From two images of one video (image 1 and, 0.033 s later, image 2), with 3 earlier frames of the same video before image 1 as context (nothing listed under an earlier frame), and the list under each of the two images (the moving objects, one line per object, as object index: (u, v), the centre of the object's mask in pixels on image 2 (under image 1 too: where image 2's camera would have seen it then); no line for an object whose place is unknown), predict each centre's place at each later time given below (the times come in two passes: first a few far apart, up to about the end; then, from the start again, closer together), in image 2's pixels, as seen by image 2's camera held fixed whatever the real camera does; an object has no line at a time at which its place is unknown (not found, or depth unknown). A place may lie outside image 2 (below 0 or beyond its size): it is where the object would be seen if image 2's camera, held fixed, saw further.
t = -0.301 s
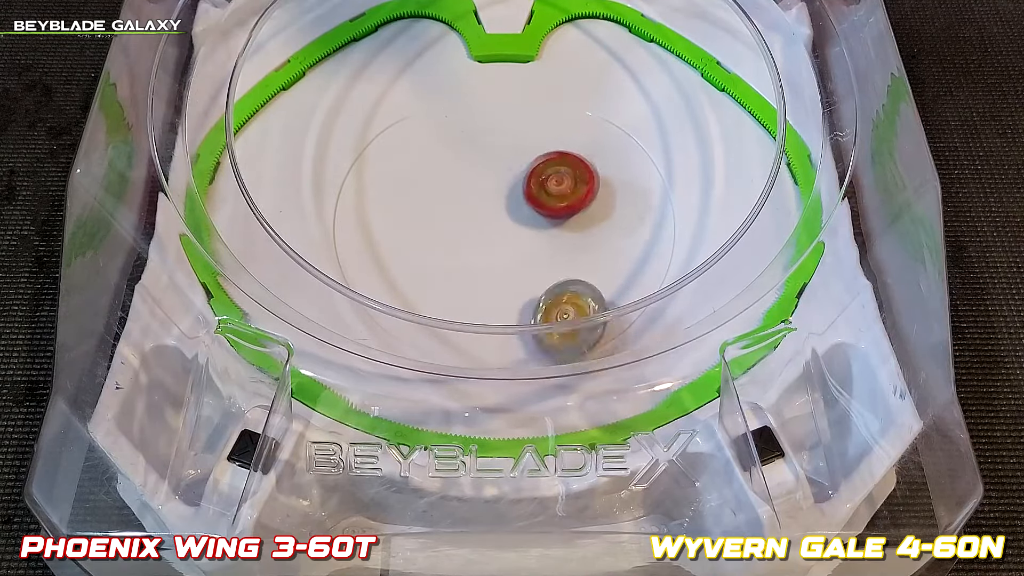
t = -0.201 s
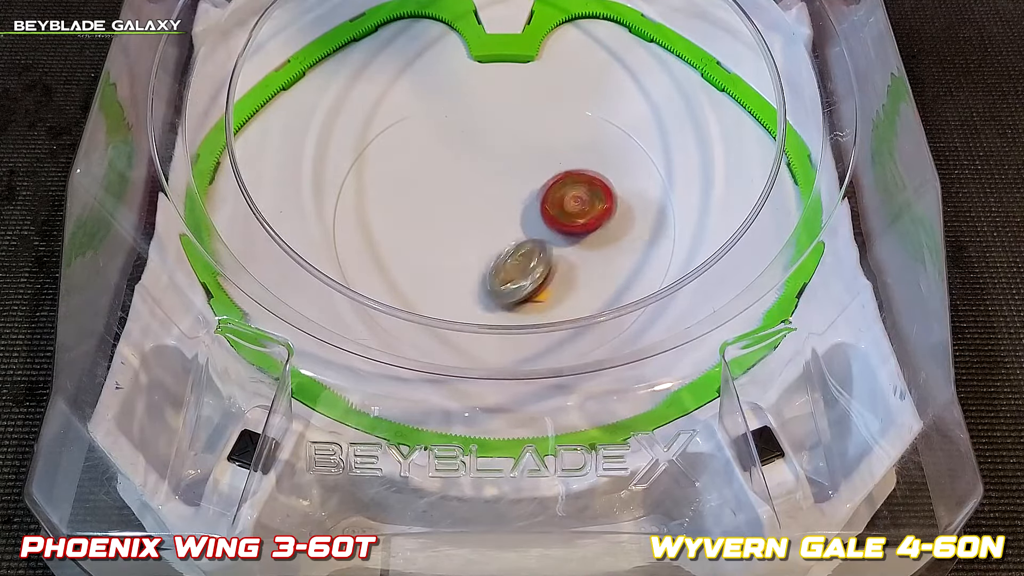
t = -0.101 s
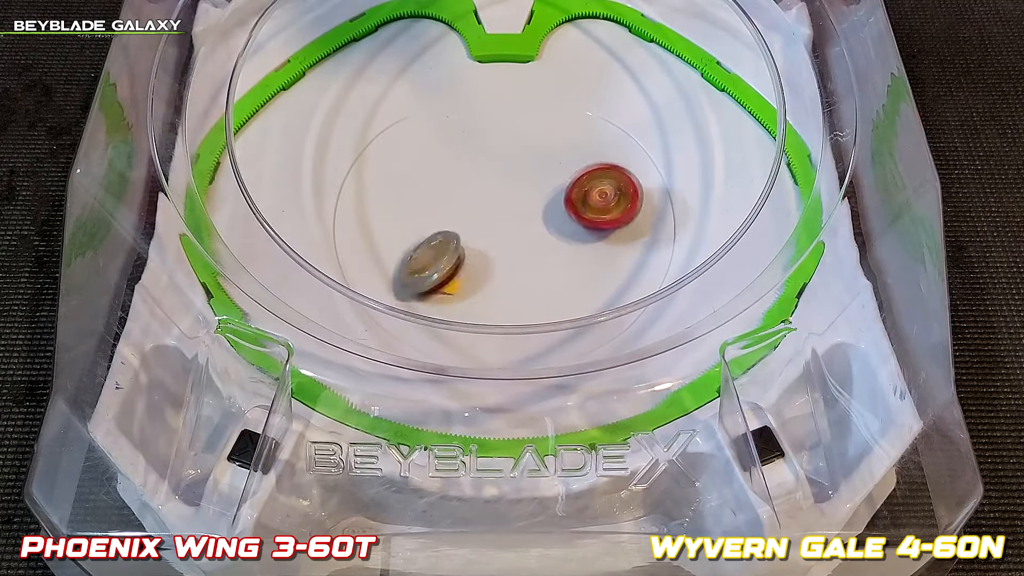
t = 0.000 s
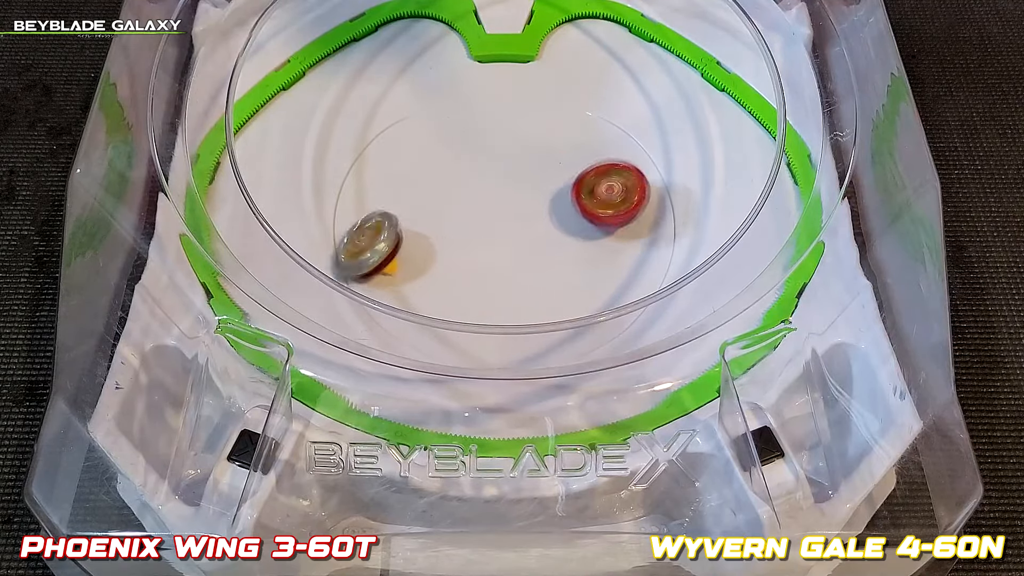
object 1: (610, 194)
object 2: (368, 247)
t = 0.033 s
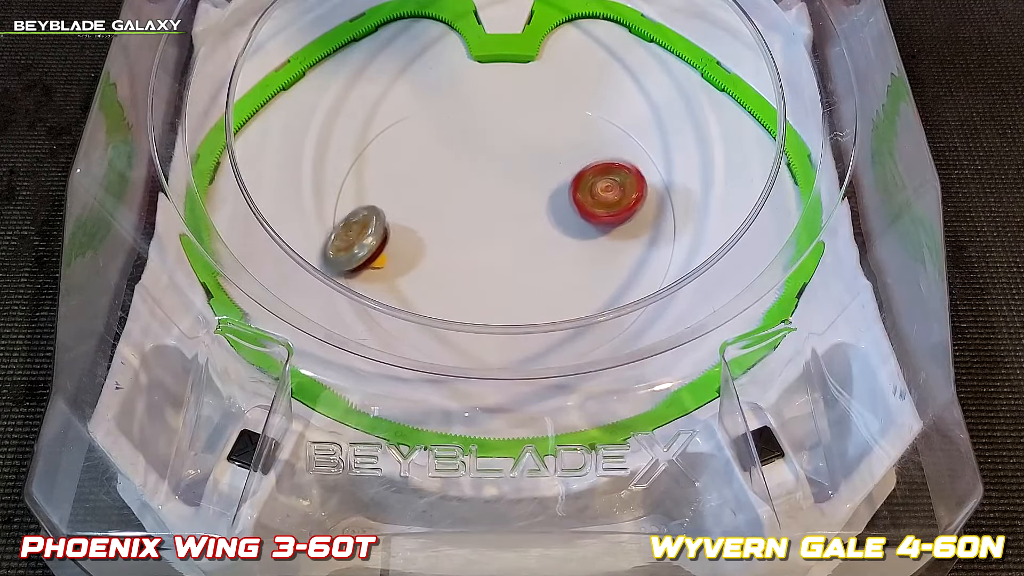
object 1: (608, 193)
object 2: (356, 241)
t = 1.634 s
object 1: (588, 221)
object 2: (515, 241)
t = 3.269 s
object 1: (486, 237)
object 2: (519, 189)
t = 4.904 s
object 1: (477, 169)
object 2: (533, 197)
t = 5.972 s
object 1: (477, 169)
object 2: (533, 197)
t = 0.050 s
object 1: (606, 193)
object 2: (352, 238)
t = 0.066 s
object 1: (603, 193)
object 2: (352, 235)
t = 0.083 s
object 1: (599, 193)
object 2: (351, 234)
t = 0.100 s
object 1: (594, 194)
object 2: (353, 235)
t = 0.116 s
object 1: (590, 195)
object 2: (357, 233)
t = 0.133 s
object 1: (586, 197)
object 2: (363, 232)
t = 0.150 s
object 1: (579, 198)
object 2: (368, 232)
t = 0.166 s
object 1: (574, 200)
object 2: (376, 231)
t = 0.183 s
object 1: (570, 202)
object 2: (384, 232)
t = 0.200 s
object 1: (565, 204)
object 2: (393, 232)
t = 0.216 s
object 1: (559, 206)
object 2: (403, 233)
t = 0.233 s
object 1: (553, 209)
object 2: (412, 235)
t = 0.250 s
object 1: (548, 211)
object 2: (423, 234)
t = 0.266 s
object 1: (544, 213)
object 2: (434, 234)
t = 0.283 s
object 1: (539, 215)
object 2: (444, 234)
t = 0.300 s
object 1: (533, 218)
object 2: (453, 234)
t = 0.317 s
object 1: (534, 221)
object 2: (455, 231)
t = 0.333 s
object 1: (550, 228)
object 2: (440, 218)
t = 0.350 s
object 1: (568, 238)
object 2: (429, 205)
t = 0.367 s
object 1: (584, 251)
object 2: (415, 195)
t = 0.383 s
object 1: (599, 264)
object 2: (404, 187)
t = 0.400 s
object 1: (611, 269)
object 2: (393, 172)
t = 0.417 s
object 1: (624, 271)
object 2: (384, 162)
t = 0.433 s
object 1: (632, 275)
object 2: (376, 152)
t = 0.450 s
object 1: (643, 287)
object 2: (368, 146)
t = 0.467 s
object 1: (647, 293)
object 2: (361, 141)
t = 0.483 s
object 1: (653, 293)
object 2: (355, 135)
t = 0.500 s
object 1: (655, 293)
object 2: (346, 127)
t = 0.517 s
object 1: (660, 300)
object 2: (342, 121)
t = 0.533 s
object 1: (661, 303)
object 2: (336, 119)
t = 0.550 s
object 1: (661, 305)
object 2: (332, 117)
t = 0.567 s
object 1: (661, 307)
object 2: (330, 114)
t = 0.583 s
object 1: (660, 308)
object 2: (327, 112)
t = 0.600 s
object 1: (660, 310)
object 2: (325, 111)
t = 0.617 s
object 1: (660, 311)
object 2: (323, 111)
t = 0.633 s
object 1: (663, 316)
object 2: (323, 110)
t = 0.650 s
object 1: (663, 316)
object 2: (321, 109)
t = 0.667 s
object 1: (662, 317)
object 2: (321, 109)
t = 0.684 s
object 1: (663, 317)
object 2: (322, 109)
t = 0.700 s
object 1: (657, 313)
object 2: (324, 109)
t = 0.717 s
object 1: (654, 314)
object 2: (324, 109)
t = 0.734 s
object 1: (651, 314)
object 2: (324, 110)
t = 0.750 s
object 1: (648, 314)
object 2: (325, 110)
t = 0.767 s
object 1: (645, 314)
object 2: (324, 112)
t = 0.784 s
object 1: (642, 313)
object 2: (325, 113)
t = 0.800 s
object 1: (640, 312)
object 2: (325, 114)
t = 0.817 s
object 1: (637, 310)
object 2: (325, 116)
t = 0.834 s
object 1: (636, 311)
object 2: (323, 117)
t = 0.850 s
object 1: (633, 302)
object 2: (323, 119)
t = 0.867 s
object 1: (633, 301)
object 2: (323, 119)
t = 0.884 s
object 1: (631, 295)
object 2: (323, 120)
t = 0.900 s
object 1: (630, 289)
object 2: (323, 121)
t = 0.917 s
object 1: (622, 279)
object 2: (324, 122)
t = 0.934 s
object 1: (621, 277)
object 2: (325, 122)
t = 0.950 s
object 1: (620, 274)
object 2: (327, 122)
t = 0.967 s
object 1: (620, 269)
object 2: (329, 123)
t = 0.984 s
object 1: (620, 266)
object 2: (332, 125)
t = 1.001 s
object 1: (616, 260)
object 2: (335, 125)
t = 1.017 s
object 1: (615, 254)
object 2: (337, 127)
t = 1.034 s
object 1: (614, 249)
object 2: (341, 128)
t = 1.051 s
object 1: (612, 243)
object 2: (343, 132)
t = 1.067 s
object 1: (611, 238)
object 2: (347, 135)
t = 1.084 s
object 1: (610, 233)
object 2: (352, 140)
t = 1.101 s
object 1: (610, 228)
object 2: (358, 147)
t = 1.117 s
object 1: (610, 224)
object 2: (365, 152)
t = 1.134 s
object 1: (610, 220)
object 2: (373, 158)
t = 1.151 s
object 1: (610, 216)
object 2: (381, 167)
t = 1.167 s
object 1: (612, 214)
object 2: (389, 175)
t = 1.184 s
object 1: (612, 212)
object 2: (397, 181)
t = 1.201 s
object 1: (613, 211)
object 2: (405, 189)
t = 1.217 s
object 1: (613, 210)
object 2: (413, 195)
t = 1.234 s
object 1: (614, 209)
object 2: (419, 203)
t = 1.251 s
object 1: (614, 208)
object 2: (428, 206)
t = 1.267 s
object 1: (614, 206)
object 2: (432, 215)
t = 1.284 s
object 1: (613, 205)
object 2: (440, 219)
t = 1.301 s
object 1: (614, 204)
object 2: (446, 223)
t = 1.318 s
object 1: (615, 202)
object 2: (452, 227)
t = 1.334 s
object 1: (616, 202)
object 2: (457, 231)
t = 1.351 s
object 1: (617, 201)
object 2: (463, 233)
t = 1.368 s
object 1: (619, 201)
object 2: (467, 235)
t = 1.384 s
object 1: (620, 201)
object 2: (471, 235)
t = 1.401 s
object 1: (621, 203)
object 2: (474, 235)
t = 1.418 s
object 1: (621, 205)
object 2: (477, 233)
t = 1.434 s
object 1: (621, 207)
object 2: (479, 234)
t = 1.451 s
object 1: (619, 210)
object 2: (482, 237)
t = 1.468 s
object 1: (617, 213)
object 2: (485, 234)
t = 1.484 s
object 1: (614, 215)
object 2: (489, 238)
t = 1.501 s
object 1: (610, 218)
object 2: (493, 235)
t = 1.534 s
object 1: (603, 221)
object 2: (502, 236)
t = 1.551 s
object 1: (599, 222)
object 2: (505, 238)
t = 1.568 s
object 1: (597, 222)
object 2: (508, 239)
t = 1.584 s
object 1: (594, 222)
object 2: (512, 241)
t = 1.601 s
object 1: (591, 223)
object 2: (514, 239)
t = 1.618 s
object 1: (590, 222)
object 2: (516, 240)
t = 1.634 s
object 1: (588, 221)
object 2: (515, 241)
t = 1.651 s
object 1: (586, 221)
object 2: (518, 242)
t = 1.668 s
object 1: (584, 219)
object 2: (518, 240)
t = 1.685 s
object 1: (582, 217)
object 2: (518, 240)
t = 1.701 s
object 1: (579, 214)
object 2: (518, 240)
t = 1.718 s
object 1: (580, 212)
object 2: (515, 241)
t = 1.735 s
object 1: (579, 210)
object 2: (514, 240)
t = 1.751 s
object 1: (580, 208)
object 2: (511, 240)
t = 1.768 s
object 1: (580, 206)
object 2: (509, 239)
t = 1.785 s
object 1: (580, 203)
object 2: (507, 239)
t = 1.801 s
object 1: (579, 200)
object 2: (504, 241)
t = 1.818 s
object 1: (578, 198)
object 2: (501, 241)
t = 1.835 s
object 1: (579, 196)
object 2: (499, 241)
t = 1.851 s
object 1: (579, 194)
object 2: (498, 238)
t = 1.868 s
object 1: (580, 193)
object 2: (497, 237)
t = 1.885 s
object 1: (580, 191)
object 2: (496, 237)
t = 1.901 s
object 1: (581, 190)
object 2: (497, 234)
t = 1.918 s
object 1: (582, 190)
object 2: (495, 233)
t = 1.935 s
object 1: (582, 189)
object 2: (496, 231)
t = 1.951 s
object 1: (581, 189)
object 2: (496, 232)
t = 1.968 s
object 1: (580, 189)
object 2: (496, 228)
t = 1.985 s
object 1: (580, 188)
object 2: (496, 229)
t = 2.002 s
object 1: (579, 186)
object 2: (498, 227)
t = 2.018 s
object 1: (579, 185)
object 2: (498, 228)
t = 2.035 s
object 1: (579, 184)
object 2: (498, 226)
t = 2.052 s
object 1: (580, 183)
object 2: (498, 224)
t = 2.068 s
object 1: (581, 182)
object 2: (500, 223)
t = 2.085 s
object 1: (582, 182)
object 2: (501, 224)
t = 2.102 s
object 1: (583, 184)
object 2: (500, 223)
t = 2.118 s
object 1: (584, 185)
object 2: (501, 221)
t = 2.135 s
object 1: (584, 187)
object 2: (502, 220)
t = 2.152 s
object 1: (584, 189)
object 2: (503, 221)
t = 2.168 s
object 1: (583, 192)
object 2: (502, 221)
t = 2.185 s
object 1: (581, 195)
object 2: (504, 217)
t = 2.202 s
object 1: (578, 197)
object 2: (505, 216)
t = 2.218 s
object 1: (575, 199)
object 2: (505, 216)
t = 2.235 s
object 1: (572, 201)
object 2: (505, 217)
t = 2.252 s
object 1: (571, 203)
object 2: (503, 215)
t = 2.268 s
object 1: (574, 205)
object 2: (498, 211)
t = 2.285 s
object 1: (575, 205)
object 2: (492, 209)
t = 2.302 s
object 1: (575, 206)
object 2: (487, 208)
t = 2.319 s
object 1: (573, 206)
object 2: (482, 202)
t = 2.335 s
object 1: (570, 208)
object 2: (477, 197)
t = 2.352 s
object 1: (566, 209)
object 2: (472, 194)
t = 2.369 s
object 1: (562, 210)
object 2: (470, 192)
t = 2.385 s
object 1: (556, 211)
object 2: (468, 186)
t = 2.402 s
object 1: (551, 211)
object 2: (465, 181)
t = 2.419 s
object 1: (547, 211)
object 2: (463, 177)
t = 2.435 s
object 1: (543, 211)
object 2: (463, 176)
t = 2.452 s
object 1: (540, 210)
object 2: (462, 176)
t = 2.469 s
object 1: (539, 210)
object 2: (464, 175)
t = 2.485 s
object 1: (538, 209)
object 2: (465, 173)
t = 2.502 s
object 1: (538, 209)
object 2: (467, 172)
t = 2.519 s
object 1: (538, 209)
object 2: (468, 173)
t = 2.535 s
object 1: (539, 208)
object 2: (471, 176)
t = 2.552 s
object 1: (539, 206)
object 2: (474, 175)
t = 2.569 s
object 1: (541, 206)
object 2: (478, 173)
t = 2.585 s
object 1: (542, 205)
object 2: (482, 172)
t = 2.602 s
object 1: (542, 204)
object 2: (485, 174)
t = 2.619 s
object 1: (542, 205)
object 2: (488, 178)
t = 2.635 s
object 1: (545, 208)
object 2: (491, 177)
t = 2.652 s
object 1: (547, 211)
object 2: (494, 172)
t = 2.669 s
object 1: (547, 215)
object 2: (498, 171)
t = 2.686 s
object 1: (548, 217)
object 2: (502, 168)
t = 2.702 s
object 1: (546, 220)
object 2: (504, 168)
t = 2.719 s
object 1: (544, 221)
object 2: (508, 168)
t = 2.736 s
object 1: (542, 219)
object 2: (510, 167)
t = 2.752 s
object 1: (541, 225)
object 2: (514, 165)
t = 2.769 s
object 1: (541, 231)
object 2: (516, 161)
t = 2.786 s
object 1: (540, 235)
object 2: (518, 159)
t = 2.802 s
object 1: (540, 239)
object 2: (521, 154)
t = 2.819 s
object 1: (540, 242)
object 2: (523, 152)
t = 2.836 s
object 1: (540, 244)
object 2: (523, 151)
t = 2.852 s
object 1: (541, 247)
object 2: (525, 150)
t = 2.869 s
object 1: (542, 250)
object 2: (525, 151)
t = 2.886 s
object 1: (543, 252)
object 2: (528, 153)
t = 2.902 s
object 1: (543, 255)
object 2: (529, 154)
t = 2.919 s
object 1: (542, 258)
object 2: (530, 161)
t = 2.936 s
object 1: (541, 260)
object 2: (529, 165)
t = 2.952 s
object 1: (540, 260)
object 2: (528, 168)
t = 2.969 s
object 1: (539, 263)
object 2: (529, 168)
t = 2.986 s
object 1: (536, 265)
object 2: (531, 168)
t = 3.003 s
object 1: (534, 267)
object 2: (534, 169)
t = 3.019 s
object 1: (531, 267)
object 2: (535, 170)
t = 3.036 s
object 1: (529, 268)
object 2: (536, 171)
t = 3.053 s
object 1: (526, 269)
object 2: (537, 172)
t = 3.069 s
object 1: (524, 269)
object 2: (535, 173)
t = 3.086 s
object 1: (521, 264)
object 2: (534, 173)
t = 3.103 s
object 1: (518, 263)
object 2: (531, 173)
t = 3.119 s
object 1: (516, 265)
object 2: (529, 172)
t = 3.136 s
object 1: (512, 264)
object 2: (526, 173)
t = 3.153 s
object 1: (508, 257)
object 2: (526, 172)
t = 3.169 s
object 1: (506, 254)
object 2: (525, 173)
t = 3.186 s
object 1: (502, 254)
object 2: (524, 175)
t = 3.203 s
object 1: (499, 253)
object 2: (522, 178)
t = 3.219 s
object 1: (495, 248)
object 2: (522, 180)
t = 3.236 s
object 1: (493, 246)
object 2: (521, 184)
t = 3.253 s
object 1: (488, 243)
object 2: (520, 187)
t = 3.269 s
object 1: (486, 237)
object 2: (519, 189)
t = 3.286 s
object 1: (482, 234)
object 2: (519, 193)
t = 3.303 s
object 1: (479, 233)
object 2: (519, 195)
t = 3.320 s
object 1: (476, 231)
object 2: (519, 198)
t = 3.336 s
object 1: (468, 225)
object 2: (520, 199)
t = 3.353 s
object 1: (461, 224)
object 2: (526, 198)
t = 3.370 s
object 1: (456, 223)
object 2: (529, 197)
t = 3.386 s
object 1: (451, 221)
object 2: (530, 196)
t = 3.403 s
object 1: (447, 216)
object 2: (533, 194)
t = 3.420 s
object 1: (445, 214)
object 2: (534, 193)
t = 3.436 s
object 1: (442, 214)
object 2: (535, 192)
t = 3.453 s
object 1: (440, 213)
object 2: (535, 192)
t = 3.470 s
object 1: (440, 209)
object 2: (535, 191)
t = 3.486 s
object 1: (440, 206)
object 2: (534, 192)
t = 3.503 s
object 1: (441, 204)
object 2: (533, 192)
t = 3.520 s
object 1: (442, 202)
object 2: (533, 191)
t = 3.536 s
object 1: (443, 200)
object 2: (533, 190)
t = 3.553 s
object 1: (446, 197)
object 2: (533, 190)
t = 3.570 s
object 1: (449, 193)
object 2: (532, 189)
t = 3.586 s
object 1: (451, 191)
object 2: (533, 190)
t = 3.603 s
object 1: (453, 188)
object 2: (533, 190)
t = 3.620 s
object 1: (454, 184)
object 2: (533, 191)
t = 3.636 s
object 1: (456, 182)
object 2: (533, 192)
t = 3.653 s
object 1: (457, 179)
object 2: (533, 192)
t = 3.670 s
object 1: (457, 176)
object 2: (533, 193)
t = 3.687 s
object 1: (457, 174)
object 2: (534, 194)
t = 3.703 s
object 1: (457, 172)
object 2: (534, 194)
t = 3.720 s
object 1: (458, 171)
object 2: (534, 195)
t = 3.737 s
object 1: (460, 170)
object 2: (534, 196)
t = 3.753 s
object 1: (463, 169)
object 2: (534, 197)
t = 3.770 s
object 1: (465, 168)
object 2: (533, 197)
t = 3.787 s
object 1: (468, 167)
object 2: (534, 197)
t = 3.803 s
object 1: (471, 166)
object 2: (534, 196)
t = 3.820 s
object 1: (474, 165)
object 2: (534, 195)
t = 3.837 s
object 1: (477, 163)
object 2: (534, 195)
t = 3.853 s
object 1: (478, 161)
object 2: (534, 194)
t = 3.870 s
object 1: (479, 160)
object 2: (535, 194)
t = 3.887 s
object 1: (479, 159)
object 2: (535, 194)
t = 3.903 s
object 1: (479, 159)
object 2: (534, 193)
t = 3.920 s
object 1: (479, 159)
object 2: (534, 193)
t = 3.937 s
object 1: (479, 159)
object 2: (534, 193)
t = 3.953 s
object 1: (478, 160)
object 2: (534, 193)
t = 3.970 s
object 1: (478, 162)
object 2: (534, 192)
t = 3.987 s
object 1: (477, 164)
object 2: (534, 192)
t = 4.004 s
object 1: (476, 166)
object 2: (534, 193)
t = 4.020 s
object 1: (474, 168)
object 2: (534, 193)
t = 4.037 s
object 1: (473, 169)
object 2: (534, 193)
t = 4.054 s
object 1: (471, 170)
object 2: (534, 193)
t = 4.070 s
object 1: (470, 171)
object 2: (534, 194)
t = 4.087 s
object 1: (470, 171)
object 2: (534, 194)
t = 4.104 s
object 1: (470, 171)
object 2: (534, 194)
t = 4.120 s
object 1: (470, 171)
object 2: (534, 195)
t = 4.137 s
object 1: (471, 171)
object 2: (534, 195)
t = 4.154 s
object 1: (473, 170)
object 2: (534, 196)
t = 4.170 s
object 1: (474, 170)
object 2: (534, 197)
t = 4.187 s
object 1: (476, 168)
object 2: (534, 197)
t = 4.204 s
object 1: (477, 167)
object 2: (534, 197)
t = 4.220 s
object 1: (478, 166)
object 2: (534, 197)
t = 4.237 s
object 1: (478, 165)
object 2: (534, 196)
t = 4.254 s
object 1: (478, 165)
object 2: (534, 196)
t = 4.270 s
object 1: (478, 165)
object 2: (534, 196)
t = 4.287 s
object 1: (478, 167)
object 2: (534, 195)
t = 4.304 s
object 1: (477, 168)
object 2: (534, 195)
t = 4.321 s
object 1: (476, 169)
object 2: (534, 194)
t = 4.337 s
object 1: (475, 170)
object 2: (534, 194)
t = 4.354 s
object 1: (474, 171)
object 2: (534, 194)
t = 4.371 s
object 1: (473, 171)
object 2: (534, 194)
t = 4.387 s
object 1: (473, 171)
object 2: (534, 194)
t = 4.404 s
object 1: (473, 171)
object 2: (534, 193)
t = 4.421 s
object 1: (473, 171)
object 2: (534, 194)
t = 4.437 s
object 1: (474, 171)
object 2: (534, 194)
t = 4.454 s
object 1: (475, 170)
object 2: (534, 194)
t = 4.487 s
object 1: (478, 168)
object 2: (534, 195)
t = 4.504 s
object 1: (478, 167)
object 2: (534, 195)
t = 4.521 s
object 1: (478, 166)
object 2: (534, 196)
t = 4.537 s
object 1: (478, 166)
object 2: (534, 196)
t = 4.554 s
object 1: (478, 167)
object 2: (534, 196)
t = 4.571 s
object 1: (477, 168)
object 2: (534, 197)
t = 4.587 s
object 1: (477, 169)
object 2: (534, 197)
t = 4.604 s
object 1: (476, 170)
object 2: (534, 197)
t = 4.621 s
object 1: (475, 170)
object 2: (534, 197)
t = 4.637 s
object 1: (475, 170)
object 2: (533, 197)
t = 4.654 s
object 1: (475, 170)
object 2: (533, 196)
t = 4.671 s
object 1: (475, 171)
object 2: (534, 196)
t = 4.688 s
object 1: (474, 171)
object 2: (533, 196)
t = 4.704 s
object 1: (474, 171)
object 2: (533, 196)
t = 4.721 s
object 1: (474, 171)
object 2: (533, 196)
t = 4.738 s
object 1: (474, 171)
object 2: (533, 196)
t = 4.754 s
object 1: (474, 171)
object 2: (533, 196)
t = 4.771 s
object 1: (474, 171)
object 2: (533, 196)
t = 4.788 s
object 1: (474, 171)
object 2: (533, 196)
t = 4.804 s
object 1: (474, 171)
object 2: (533, 196)
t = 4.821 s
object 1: (475, 171)
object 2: (533, 196)
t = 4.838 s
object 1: (475, 170)
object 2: (533, 196)
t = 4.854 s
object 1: (475, 170)
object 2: (533, 196)
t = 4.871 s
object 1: (476, 170)
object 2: (533, 197)
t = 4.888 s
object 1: (476, 169)
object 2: (533, 197)
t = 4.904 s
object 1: (477, 169)
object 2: (533, 197)
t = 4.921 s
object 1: (478, 168)
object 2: (533, 197)
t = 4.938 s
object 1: (478, 167)
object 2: (533, 196)
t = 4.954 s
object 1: (478, 167)
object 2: (534, 196)
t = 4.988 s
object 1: (478, 168)
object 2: (534, 196)
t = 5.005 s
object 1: (478, 168)
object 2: (534, 196)
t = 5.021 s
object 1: (477, 169)
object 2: (534, 197)
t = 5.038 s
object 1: (477, 169)
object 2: (534, 197)
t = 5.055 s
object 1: (476, 170)
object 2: (534, 197)
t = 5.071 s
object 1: (476, 170)
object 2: (534, 197)
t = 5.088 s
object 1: (476, 170)
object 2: (534, 197)
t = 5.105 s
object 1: (476, 170)
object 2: (534, 197)
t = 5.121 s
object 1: (476, 169)
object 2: (534, 197)
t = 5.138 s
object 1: (477, 169)
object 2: (534, 197)
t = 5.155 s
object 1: (477, 169)
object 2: (534, 197)
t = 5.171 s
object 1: (477, 168)
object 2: (534, 197)
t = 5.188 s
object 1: (478, 168)
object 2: (534, 197)
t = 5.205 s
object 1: (478, 168)
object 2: (534, 197)
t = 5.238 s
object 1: (478, 168)
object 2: (534, 197)
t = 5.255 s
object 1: (477, 169)
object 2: (534, 197)
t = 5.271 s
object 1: (477, 169)
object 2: (534, 197)
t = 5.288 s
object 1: (477, 169)
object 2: (534, 197)
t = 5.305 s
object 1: (477, 169)
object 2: (533, 197)
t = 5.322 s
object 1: (477, 169)
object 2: (534, 197)
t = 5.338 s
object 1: (477, 169)
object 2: (534, 197)
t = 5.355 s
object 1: (477, 169)
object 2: (534, 197)
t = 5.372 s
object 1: (477, 169)
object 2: (534, 197)
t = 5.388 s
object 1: (477, 169)
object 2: (533, 197)
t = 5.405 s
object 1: (477, 169)
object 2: (533, 197)
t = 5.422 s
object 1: (477, 169)
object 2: (533, 197)
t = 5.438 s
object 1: (477, 169)
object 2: (533, 197)
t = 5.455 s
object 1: (477, 169)
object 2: (533, 197)
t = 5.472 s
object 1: (477, 169)
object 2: (533, 197)
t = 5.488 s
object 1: (477, 169)
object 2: (533, 197)
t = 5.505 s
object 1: (477, 169)
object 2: (533, 197)
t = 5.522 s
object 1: (477, 169)
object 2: (533, 197)
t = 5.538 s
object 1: (477, 169)
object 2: (533, 197)
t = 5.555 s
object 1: (477, 169)
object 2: (533, 197)
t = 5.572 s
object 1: (477, 169)
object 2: (533, 197)
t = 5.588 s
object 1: (477, 169)
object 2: (533, 197)
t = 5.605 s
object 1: (477, 169)
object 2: (533, 197)
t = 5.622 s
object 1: (477, 169)
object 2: (533, 197)
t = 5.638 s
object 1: (477, 169)
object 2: (533, 197)
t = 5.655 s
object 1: (477, 169)
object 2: (533, 197)
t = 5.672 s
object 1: (477, 169)
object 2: (533, 197)
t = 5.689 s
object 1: (477, 169)
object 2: (533, 197)
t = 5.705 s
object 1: (477, 169)
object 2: (533, 197)
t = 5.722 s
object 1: (477, 169)
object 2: (533, 197)
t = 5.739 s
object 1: (477, 169)
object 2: (534, 197)
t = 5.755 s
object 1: (477, 169)
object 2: (534, 197)
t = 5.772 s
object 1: (477, 169)
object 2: (533, 197)
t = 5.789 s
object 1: (477, 169)
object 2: (533, 197)
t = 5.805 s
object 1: (477, 169)
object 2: (533, 197)
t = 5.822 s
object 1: (477, 169)
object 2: (533, 197)
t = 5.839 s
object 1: (477, 169)
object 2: (533, 197)
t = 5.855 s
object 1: (477, 169)
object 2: (533, 197)
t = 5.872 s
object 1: (477, 169)
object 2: (534, 197)
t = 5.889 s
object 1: (477, 169)
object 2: (534, 197)
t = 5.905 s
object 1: (477, 169)
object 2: (533, 197)
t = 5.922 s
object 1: (477, 169)
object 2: (533, 197)
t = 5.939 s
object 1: (477, 169)
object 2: (533, 197)
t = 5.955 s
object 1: (477, 169)
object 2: (533, 197)
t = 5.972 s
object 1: (477, 169)
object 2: (533, 197)
